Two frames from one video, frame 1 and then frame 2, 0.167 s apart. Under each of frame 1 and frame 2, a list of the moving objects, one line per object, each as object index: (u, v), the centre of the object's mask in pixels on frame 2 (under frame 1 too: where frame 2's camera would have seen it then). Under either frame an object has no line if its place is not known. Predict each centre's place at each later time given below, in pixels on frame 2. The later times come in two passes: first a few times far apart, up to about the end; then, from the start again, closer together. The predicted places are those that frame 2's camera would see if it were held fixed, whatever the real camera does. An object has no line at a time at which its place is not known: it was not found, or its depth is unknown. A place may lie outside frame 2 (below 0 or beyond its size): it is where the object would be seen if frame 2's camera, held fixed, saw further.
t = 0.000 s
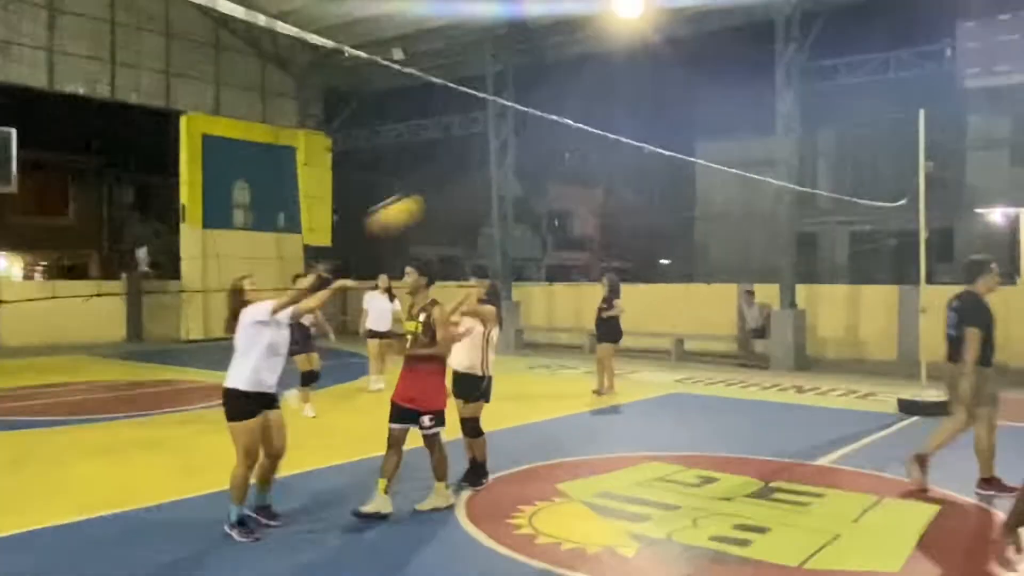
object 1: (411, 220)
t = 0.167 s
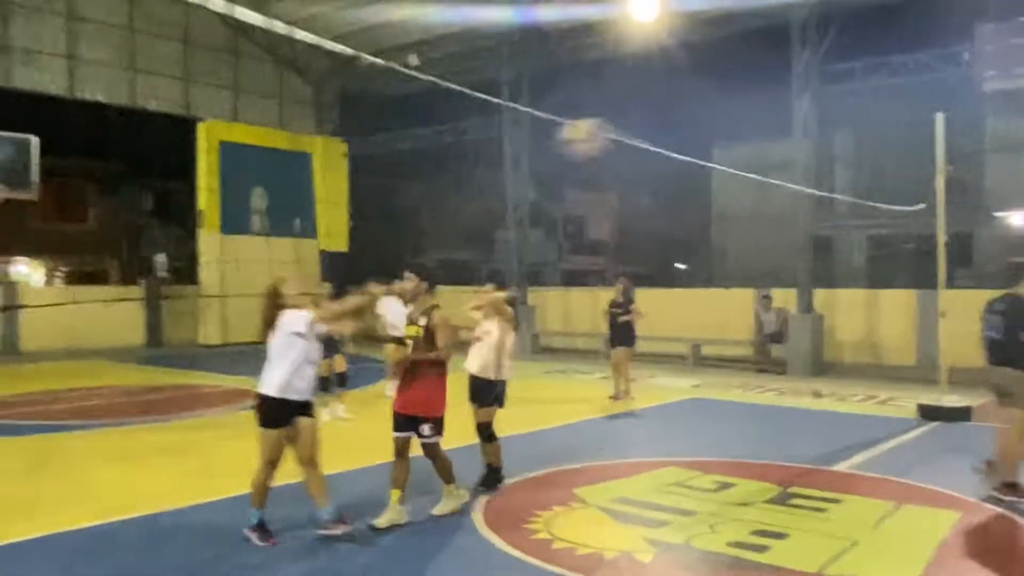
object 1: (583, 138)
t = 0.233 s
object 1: (623, 130)
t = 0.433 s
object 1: (649, 181)
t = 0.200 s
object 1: (608, 130)
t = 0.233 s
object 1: (623, 130)
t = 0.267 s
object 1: (632, 134)
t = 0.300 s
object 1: (639, 139)
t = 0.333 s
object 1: (645, 148)
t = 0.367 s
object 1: (648, 157)
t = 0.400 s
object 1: (649, 167)
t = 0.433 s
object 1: (649, 181)
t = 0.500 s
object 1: (645, 214)
